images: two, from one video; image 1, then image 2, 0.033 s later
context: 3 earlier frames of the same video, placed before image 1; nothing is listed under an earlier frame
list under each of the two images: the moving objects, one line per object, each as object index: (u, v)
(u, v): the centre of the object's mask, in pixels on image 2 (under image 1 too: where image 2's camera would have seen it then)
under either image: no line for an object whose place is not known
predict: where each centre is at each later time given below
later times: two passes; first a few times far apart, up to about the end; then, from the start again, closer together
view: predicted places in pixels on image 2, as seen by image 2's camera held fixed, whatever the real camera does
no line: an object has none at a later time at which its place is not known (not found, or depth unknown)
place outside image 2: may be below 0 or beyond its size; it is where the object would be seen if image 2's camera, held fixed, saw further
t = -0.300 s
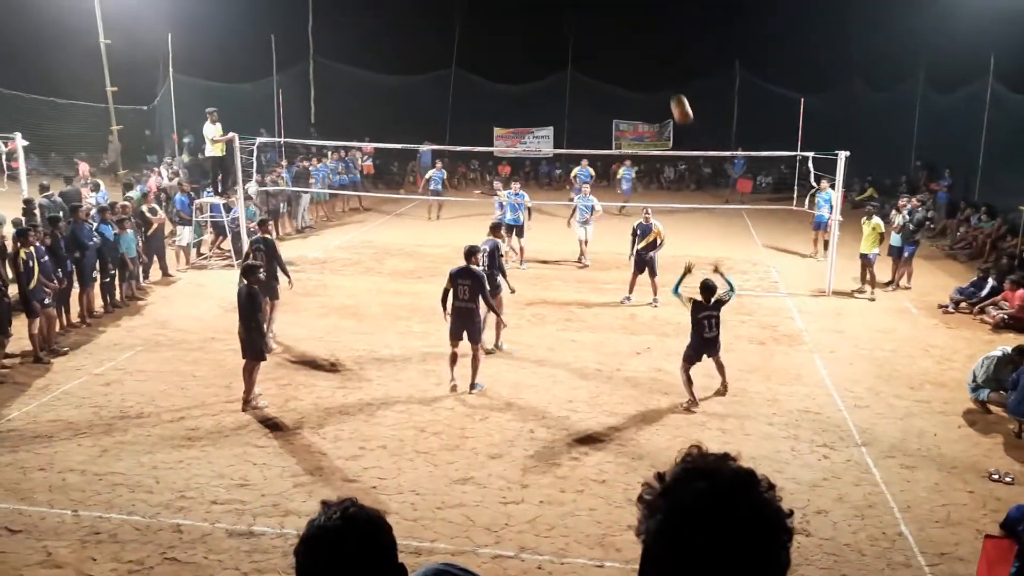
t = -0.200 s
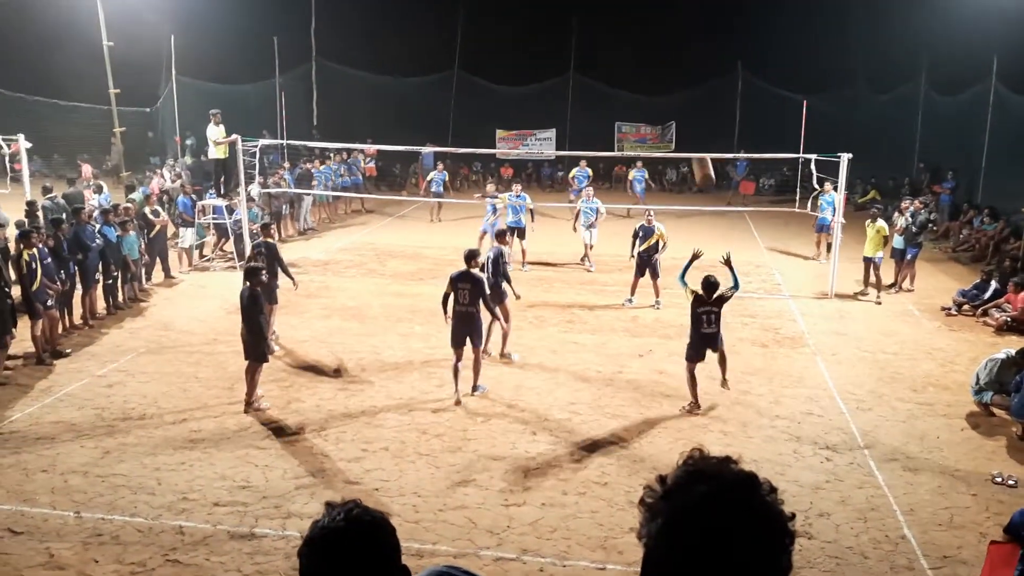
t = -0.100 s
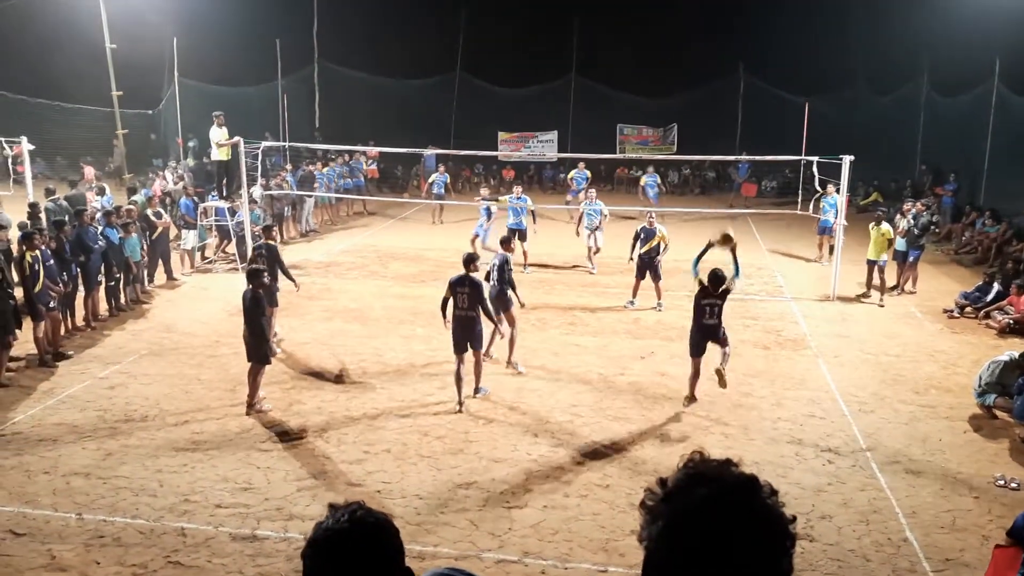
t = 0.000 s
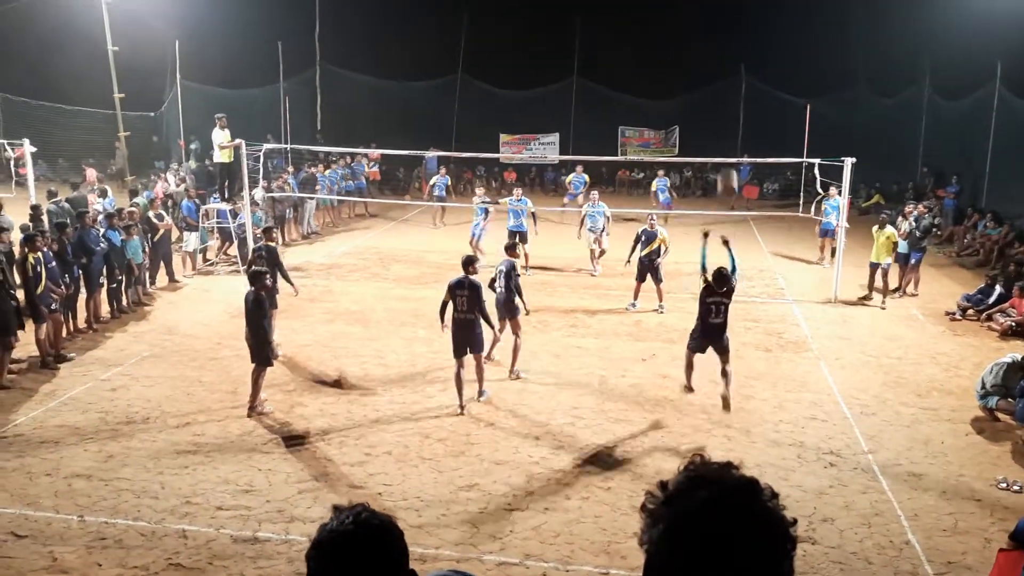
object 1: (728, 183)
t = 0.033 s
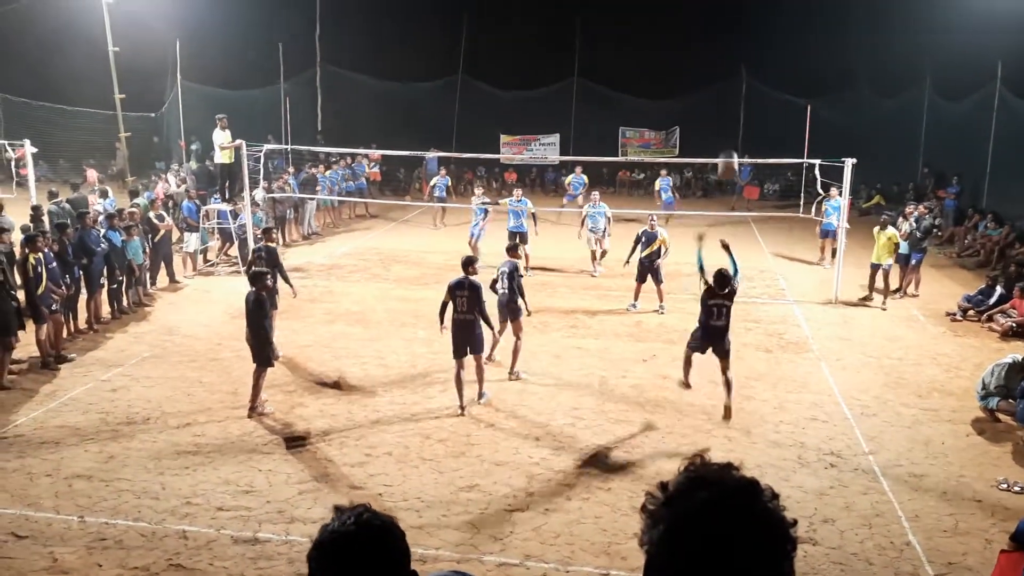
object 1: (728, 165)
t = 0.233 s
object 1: (728, 73)
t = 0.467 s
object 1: (725, 13)
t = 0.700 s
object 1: (719, 1)
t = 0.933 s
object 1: (710, 35)
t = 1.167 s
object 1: (700, 107)
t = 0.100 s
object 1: (728, 131)
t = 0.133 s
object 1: (728, 115)
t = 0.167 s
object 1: (728, 100)
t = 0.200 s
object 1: (728, 86)
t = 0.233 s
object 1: (728, 73)
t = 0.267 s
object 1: (728, 61)
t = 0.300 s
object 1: (727, 50)
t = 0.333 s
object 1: (727, 41)
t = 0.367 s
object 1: (726, 32)
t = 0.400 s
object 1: (726, 25)
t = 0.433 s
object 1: (725, 18)
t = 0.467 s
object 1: (725, 13)
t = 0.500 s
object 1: (724, 8)
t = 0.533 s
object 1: (724, 4)
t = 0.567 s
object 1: (723, 2)
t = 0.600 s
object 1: (722, 0)
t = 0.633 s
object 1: (721, 0)
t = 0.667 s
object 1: (720, 0)
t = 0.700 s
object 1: (719, 1)
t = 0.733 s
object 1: (718, 4)
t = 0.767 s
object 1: (717, 7)
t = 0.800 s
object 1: (715, 11)
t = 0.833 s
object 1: (714, 16)
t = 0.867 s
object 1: (713, 22)
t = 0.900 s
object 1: (712, 28)
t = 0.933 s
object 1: (710, 35)
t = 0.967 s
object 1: (709, 44)
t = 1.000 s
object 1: (707, 52)
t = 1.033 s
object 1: (706, 62)
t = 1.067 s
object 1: (704, 72)
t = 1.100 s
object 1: (703, 84)
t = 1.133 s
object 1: (701, 95)
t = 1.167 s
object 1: (700, 107)
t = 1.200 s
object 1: (699, 120)
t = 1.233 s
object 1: (697, 134)
